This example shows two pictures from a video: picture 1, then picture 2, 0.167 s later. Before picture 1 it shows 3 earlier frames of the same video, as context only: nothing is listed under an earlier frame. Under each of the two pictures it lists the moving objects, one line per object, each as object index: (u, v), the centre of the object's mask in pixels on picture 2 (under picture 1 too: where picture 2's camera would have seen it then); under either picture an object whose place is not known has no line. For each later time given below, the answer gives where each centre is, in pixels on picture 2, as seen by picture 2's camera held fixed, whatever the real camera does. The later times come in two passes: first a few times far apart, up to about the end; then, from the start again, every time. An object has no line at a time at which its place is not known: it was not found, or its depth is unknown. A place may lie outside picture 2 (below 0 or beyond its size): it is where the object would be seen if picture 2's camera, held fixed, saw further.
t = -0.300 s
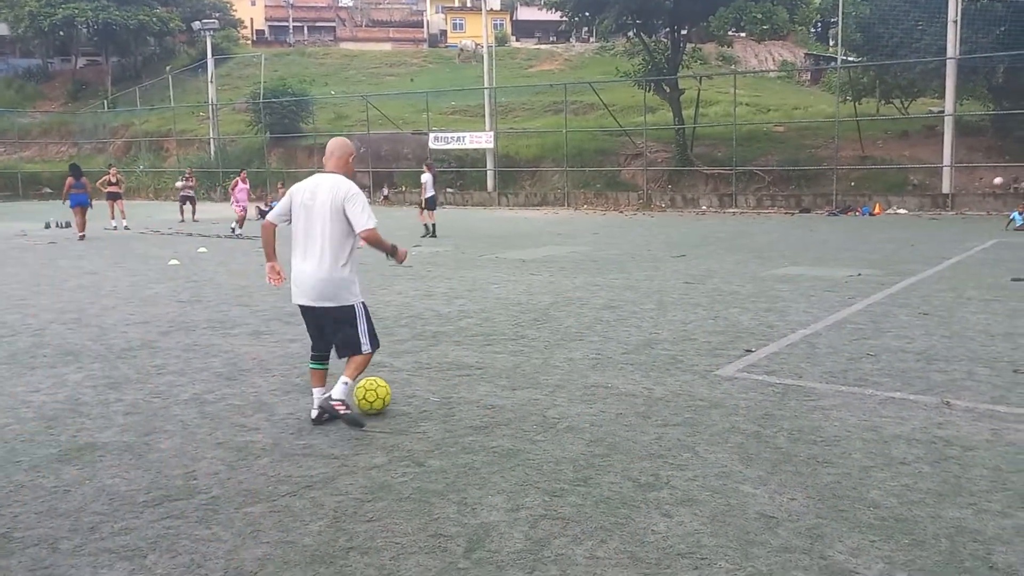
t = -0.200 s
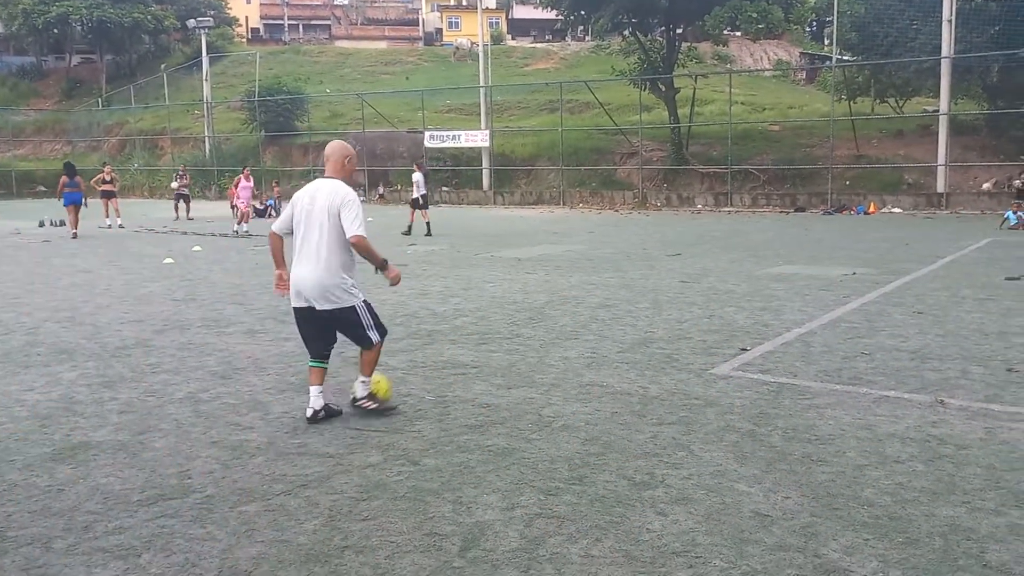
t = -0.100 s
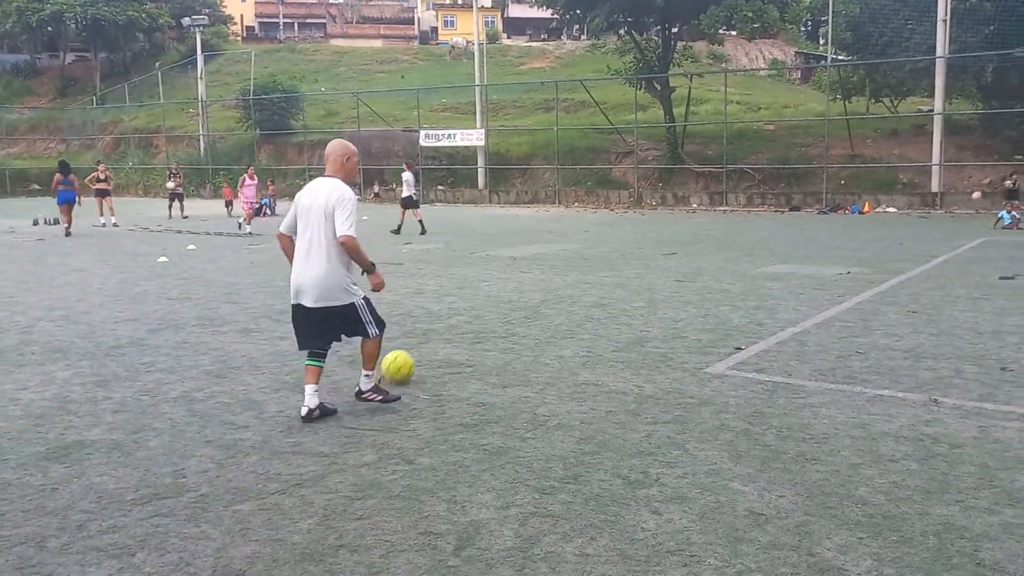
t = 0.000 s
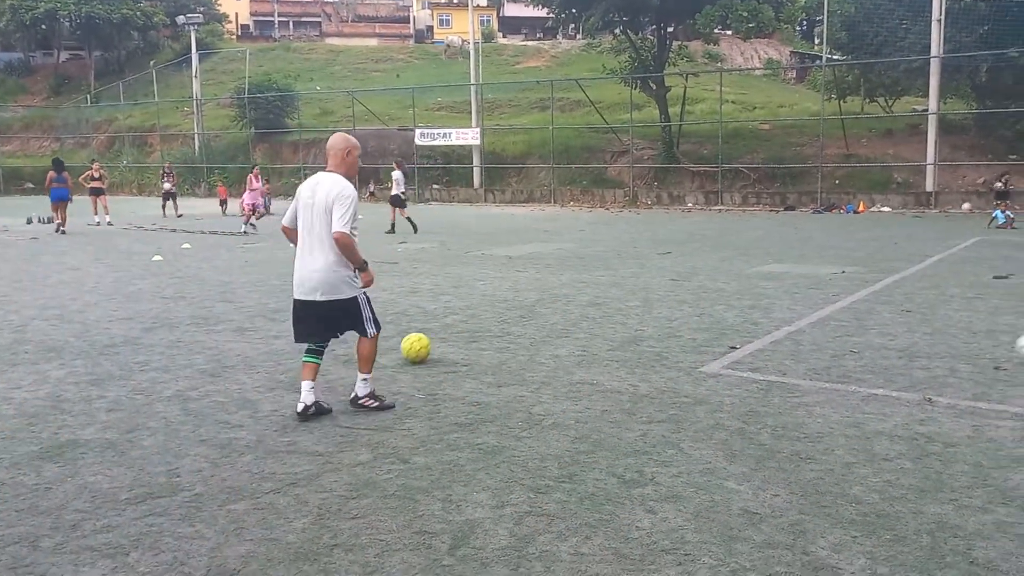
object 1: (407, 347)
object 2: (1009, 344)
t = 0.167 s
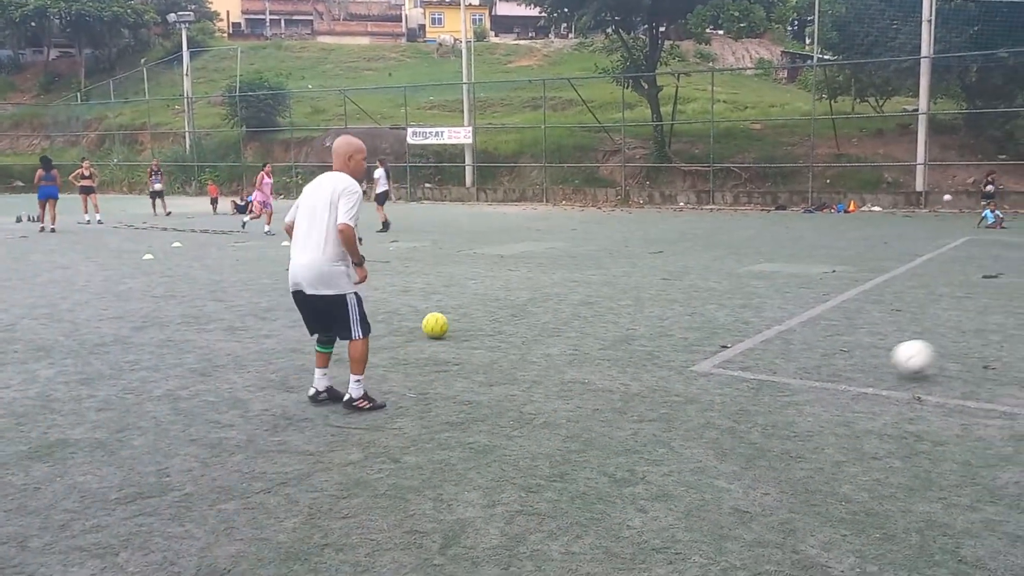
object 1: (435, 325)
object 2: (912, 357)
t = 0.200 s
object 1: (439, 322)
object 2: (888, 363)
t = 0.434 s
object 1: (462, 304)
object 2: (733, 381)
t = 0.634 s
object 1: (477, 292)
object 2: (594, 400)
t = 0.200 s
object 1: (439, 322)
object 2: (888, 363)
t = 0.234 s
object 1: (443, 319)
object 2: (864, 368)
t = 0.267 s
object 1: (446, 315)
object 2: (843, 367)
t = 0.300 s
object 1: (450, 312)
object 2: (823, 368)
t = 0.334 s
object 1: (453, 310)
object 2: (801, 371)
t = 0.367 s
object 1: (456, 307)
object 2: (779, 375)
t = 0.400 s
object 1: (459, 305)
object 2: (757, 381)
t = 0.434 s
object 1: (462, 304)
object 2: (733, 381)
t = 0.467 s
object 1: (465, 301)
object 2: (713, 380)
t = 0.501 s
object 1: (467, 300)
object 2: (688, 379)
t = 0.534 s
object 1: (470, 297)
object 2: (664, 382)
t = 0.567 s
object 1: (473, 295)
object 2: (641, 389)
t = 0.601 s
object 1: (475, 294)
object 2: (618, 395)
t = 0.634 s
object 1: (477, 292)
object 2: (594, 400)
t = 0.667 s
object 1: (479, 291)
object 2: (568, 403)
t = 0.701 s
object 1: (482, 289)
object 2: (543, 407)
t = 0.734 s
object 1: (484, 288)
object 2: (516, 408)
